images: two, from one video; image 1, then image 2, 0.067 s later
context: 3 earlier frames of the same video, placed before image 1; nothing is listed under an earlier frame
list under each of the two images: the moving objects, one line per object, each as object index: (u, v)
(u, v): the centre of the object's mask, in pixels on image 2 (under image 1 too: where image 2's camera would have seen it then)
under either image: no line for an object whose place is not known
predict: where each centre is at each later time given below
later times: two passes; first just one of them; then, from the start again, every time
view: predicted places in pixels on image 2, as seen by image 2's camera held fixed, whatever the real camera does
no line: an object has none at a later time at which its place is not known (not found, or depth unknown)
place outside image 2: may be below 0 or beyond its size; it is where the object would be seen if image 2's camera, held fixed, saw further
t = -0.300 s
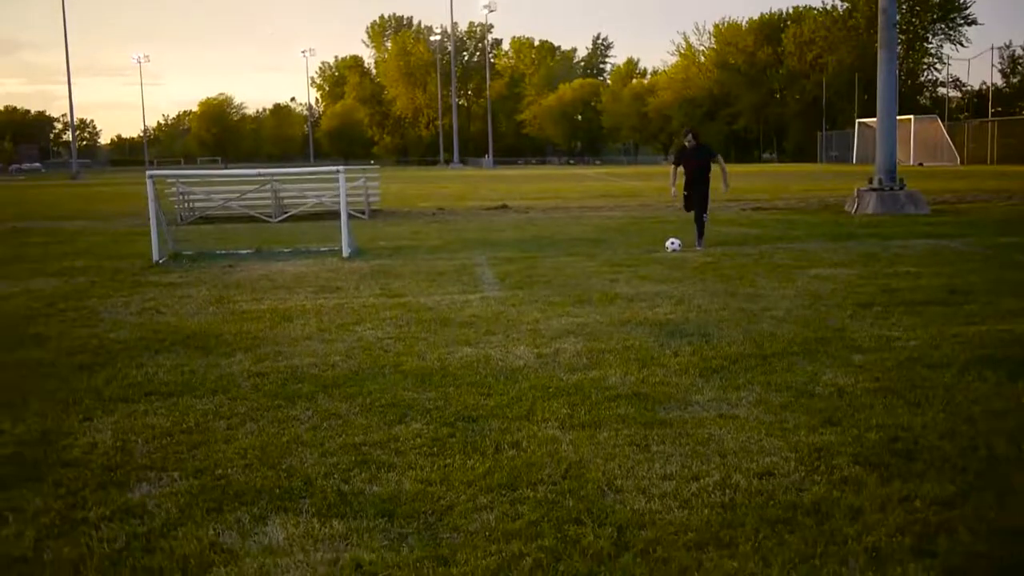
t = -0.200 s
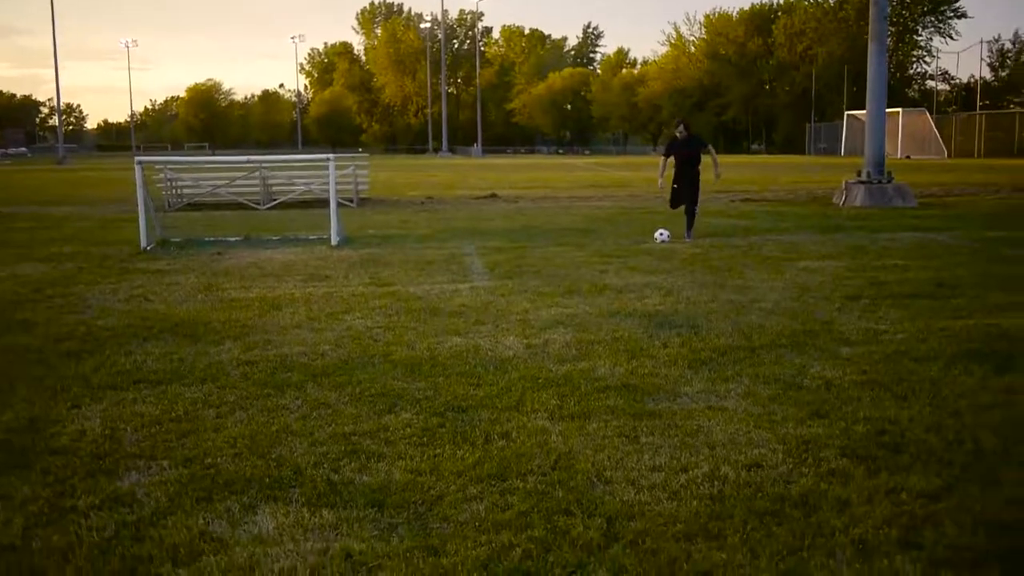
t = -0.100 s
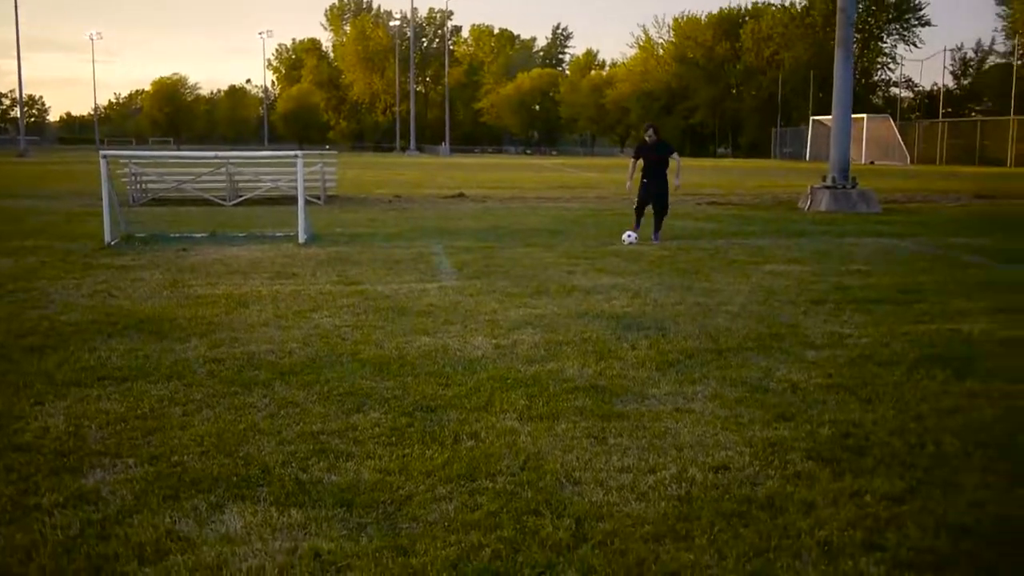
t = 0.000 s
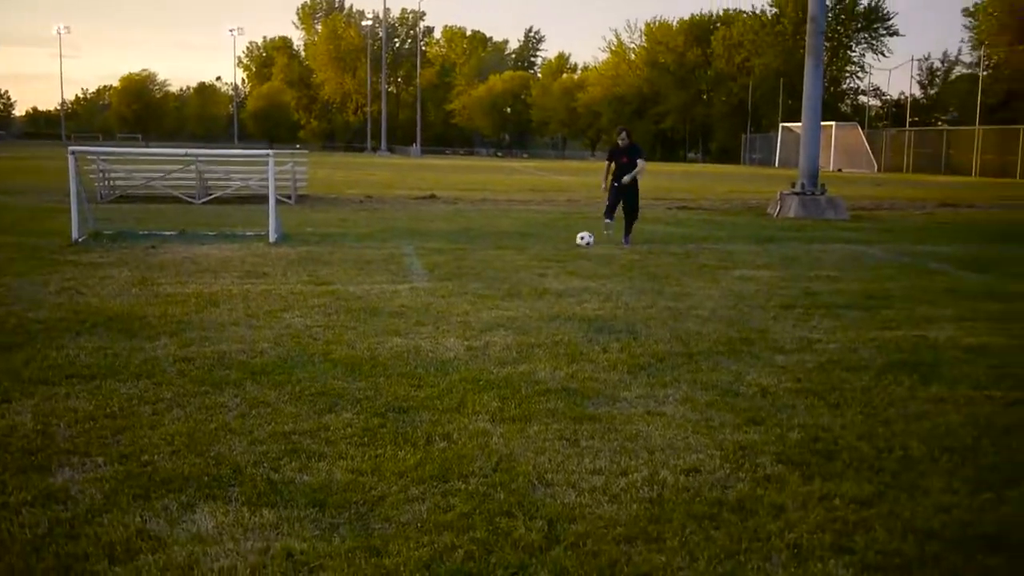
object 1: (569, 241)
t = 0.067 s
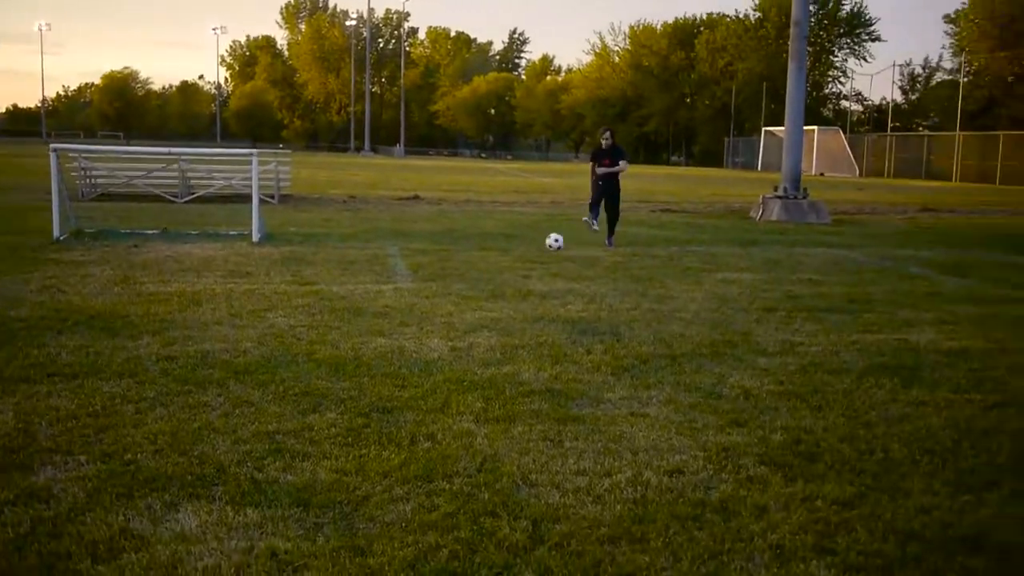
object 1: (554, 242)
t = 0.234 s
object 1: (514, 262)
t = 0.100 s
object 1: (547, 243)
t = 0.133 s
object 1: (539, 246)
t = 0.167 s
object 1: (532, 250)
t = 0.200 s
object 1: (523, 255)
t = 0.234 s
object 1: (514, 262)
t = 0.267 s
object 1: (503, 271)
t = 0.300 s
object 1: (493, 282)
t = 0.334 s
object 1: (483, 292)
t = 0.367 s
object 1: (474, 295)
